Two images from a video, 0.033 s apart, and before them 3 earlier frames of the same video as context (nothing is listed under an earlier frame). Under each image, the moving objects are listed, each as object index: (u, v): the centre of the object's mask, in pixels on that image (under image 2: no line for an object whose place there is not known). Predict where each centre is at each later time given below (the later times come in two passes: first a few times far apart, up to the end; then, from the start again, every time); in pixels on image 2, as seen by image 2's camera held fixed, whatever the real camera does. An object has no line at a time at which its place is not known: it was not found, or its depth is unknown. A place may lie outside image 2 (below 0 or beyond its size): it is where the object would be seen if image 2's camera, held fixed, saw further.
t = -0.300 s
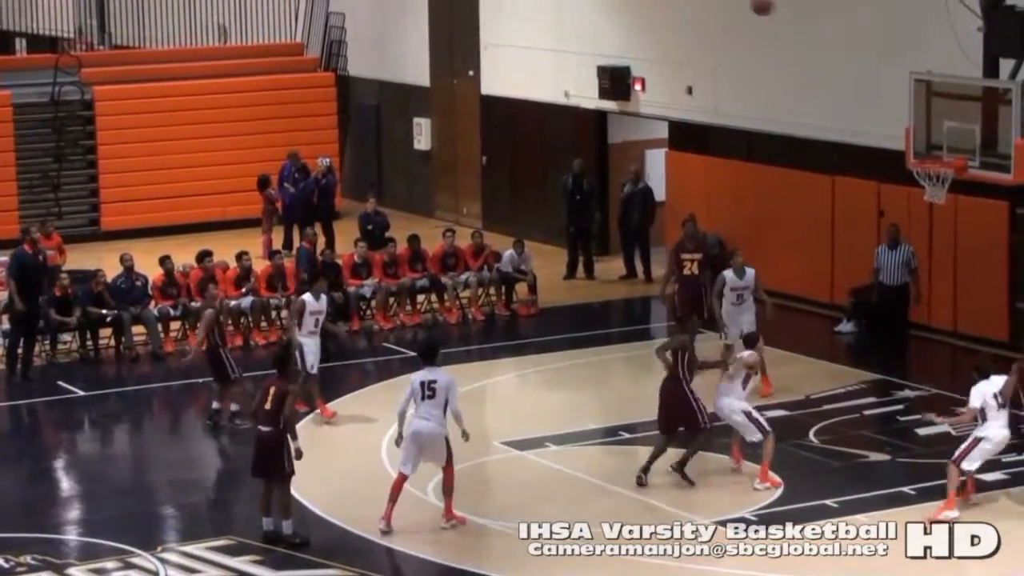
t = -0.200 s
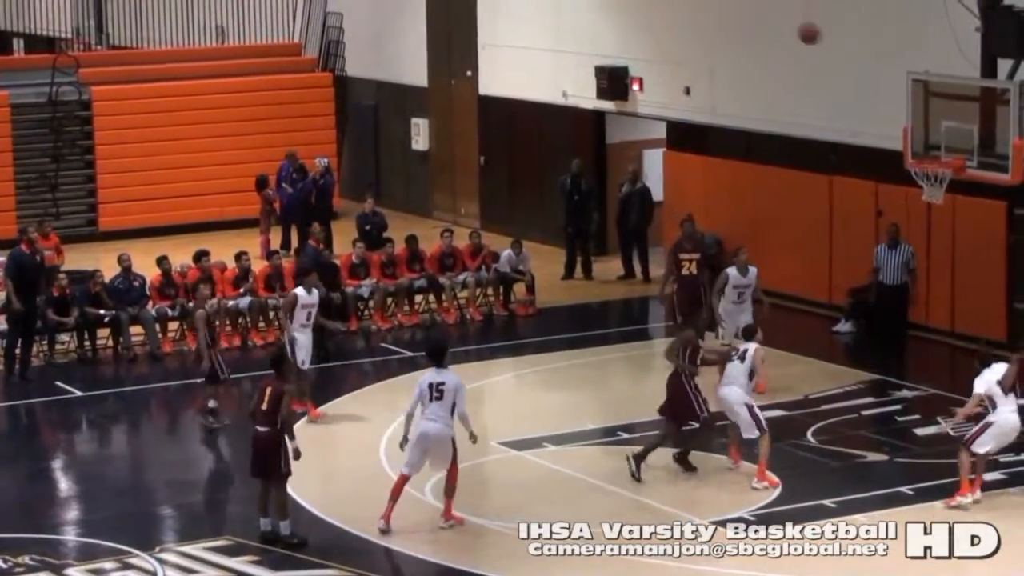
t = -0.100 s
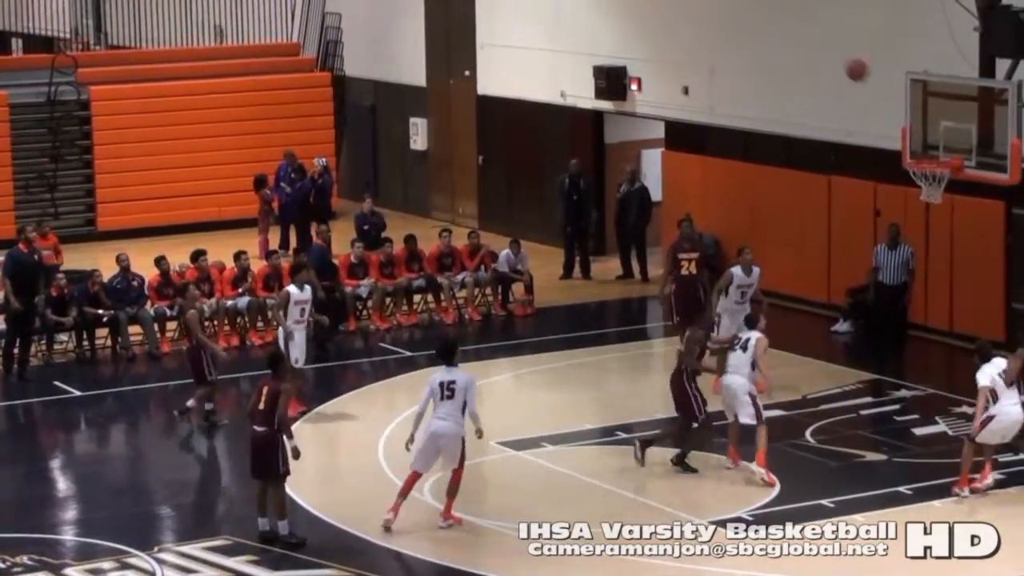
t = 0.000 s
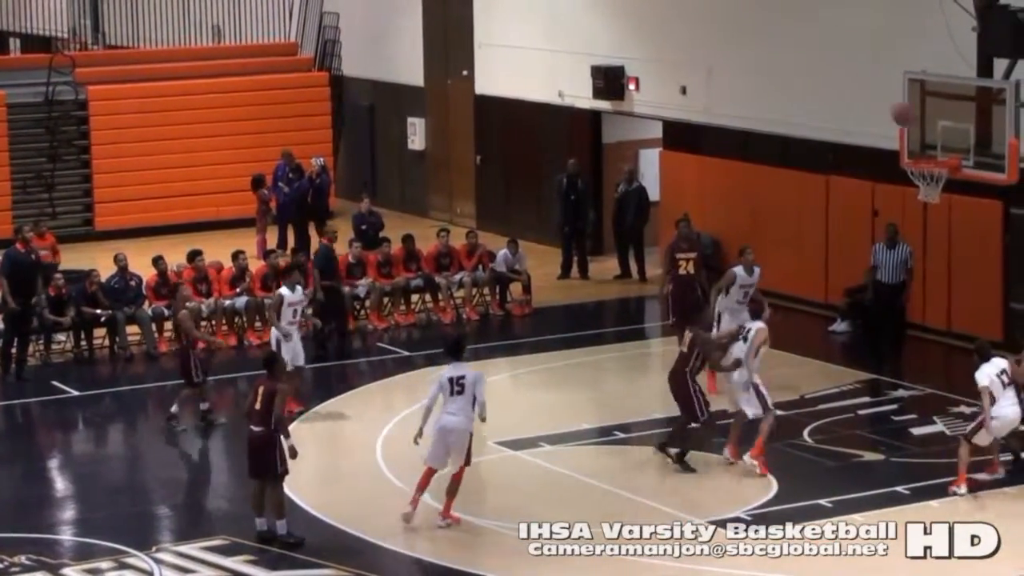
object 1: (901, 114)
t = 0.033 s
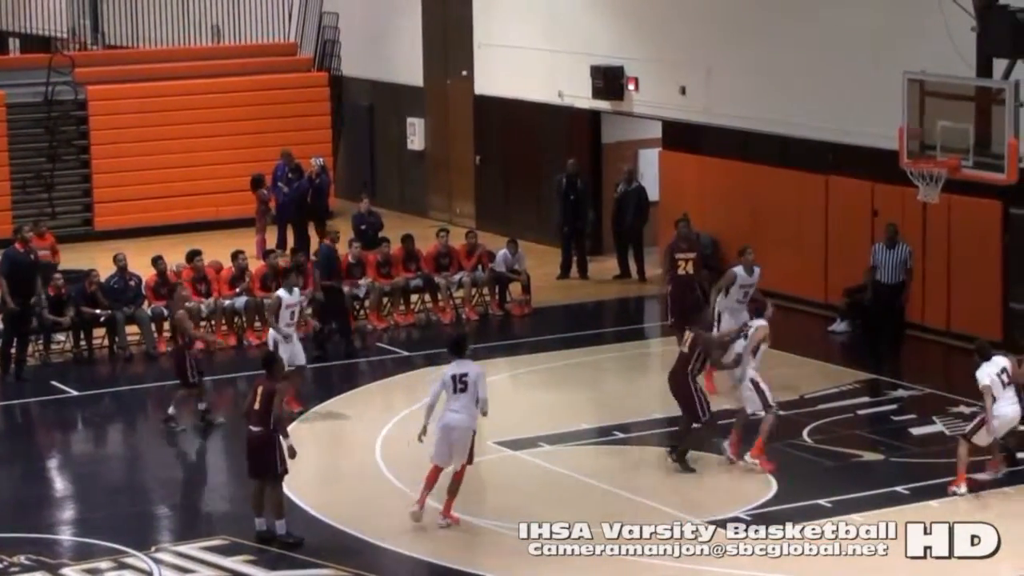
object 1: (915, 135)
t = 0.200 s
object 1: (929, 111)
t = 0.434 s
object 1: (913, 51)
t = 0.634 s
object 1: (897, 42)
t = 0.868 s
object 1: (879, 79)
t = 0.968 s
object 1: (870, 113)
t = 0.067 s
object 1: (934, 149)
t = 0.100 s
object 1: (933, 149)
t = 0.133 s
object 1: (933, 132)
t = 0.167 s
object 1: (932, 122)
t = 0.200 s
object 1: (929, 111)
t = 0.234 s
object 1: (929, 91)
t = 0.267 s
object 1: (927, 85)
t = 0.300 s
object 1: (923, 80)
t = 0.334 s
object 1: (921, 71)
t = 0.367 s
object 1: (918, 63)
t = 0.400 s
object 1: (915, 56)
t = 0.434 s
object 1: (913, 51)
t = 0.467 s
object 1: (910, 47)
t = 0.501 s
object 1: (908, 44)
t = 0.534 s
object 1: (905, 42)
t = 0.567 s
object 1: (903, 41)
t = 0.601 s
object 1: (900, 41)
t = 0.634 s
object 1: (897, 42)
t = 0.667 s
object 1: (895, 44)
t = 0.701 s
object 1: (892, 47)
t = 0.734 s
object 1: (890, 51)
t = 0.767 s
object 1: (886, 57)
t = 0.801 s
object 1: (884, 63)
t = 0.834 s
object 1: (881, 71)
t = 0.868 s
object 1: (879, 79)
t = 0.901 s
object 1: (875, 90)
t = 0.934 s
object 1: (872, 100)
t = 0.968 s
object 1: (870, 113)
